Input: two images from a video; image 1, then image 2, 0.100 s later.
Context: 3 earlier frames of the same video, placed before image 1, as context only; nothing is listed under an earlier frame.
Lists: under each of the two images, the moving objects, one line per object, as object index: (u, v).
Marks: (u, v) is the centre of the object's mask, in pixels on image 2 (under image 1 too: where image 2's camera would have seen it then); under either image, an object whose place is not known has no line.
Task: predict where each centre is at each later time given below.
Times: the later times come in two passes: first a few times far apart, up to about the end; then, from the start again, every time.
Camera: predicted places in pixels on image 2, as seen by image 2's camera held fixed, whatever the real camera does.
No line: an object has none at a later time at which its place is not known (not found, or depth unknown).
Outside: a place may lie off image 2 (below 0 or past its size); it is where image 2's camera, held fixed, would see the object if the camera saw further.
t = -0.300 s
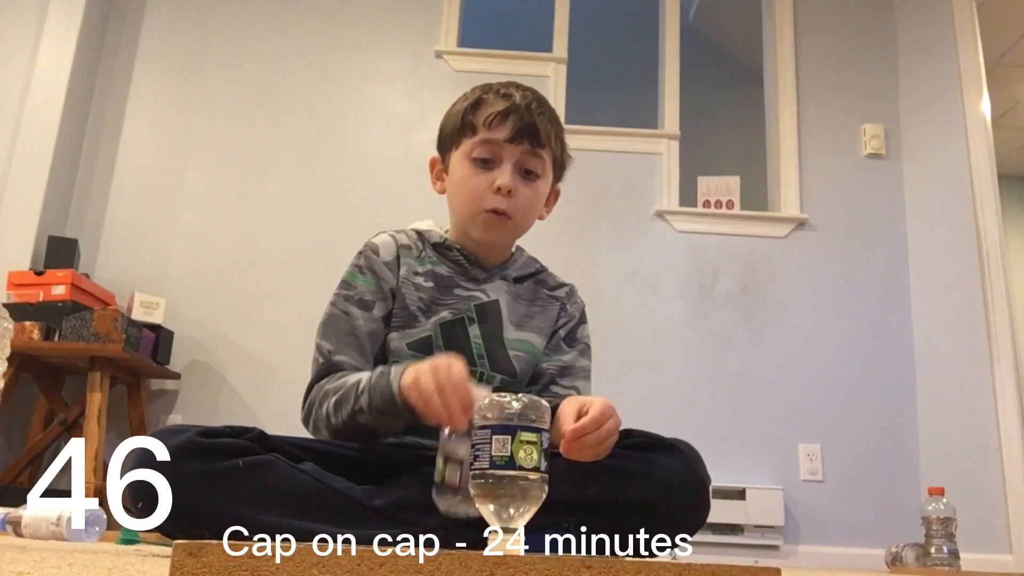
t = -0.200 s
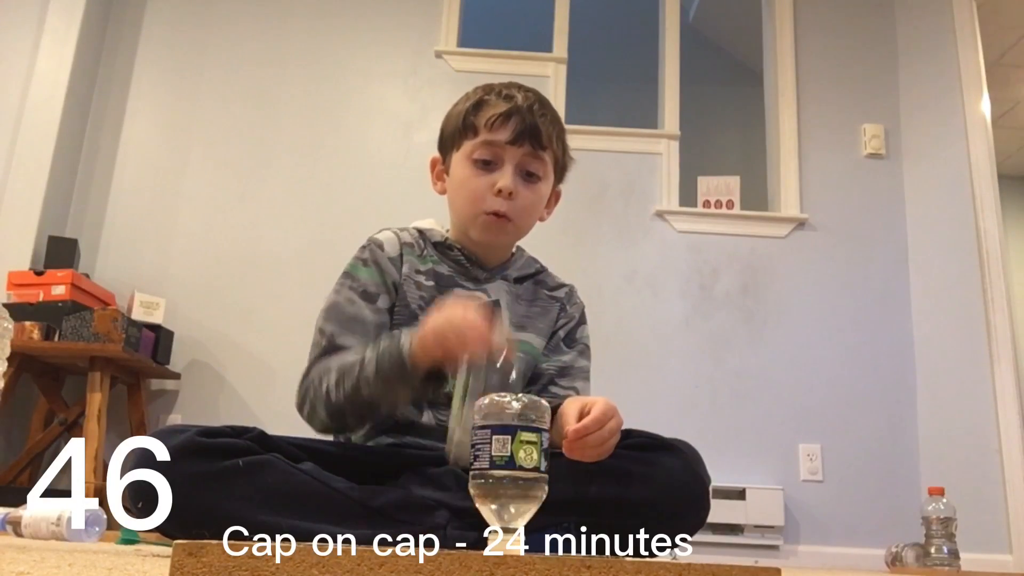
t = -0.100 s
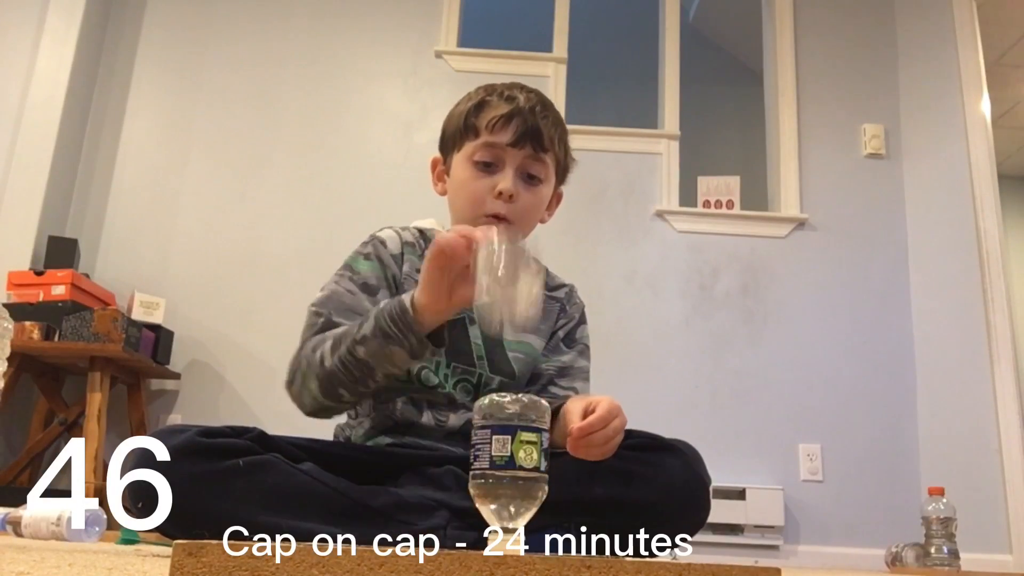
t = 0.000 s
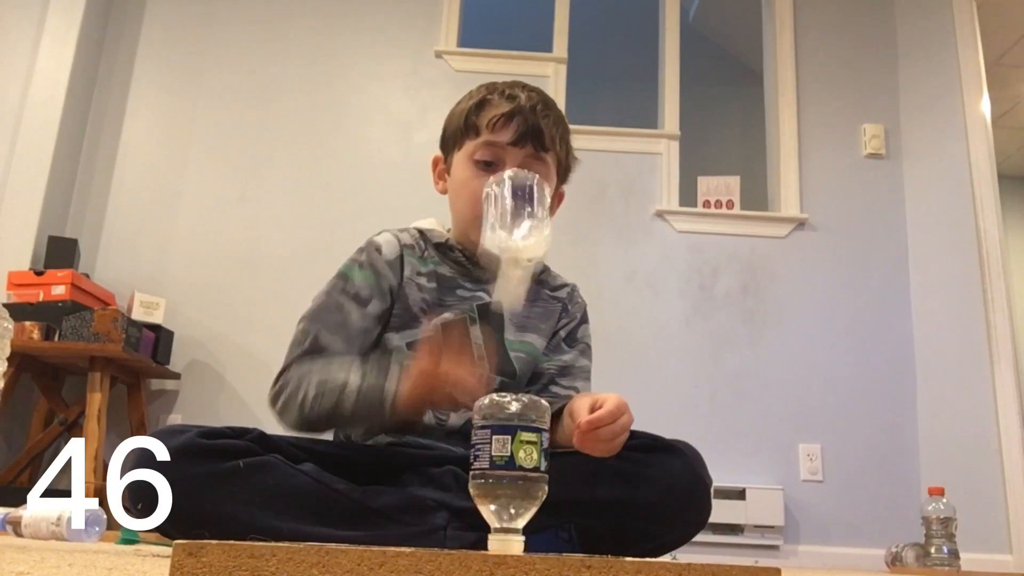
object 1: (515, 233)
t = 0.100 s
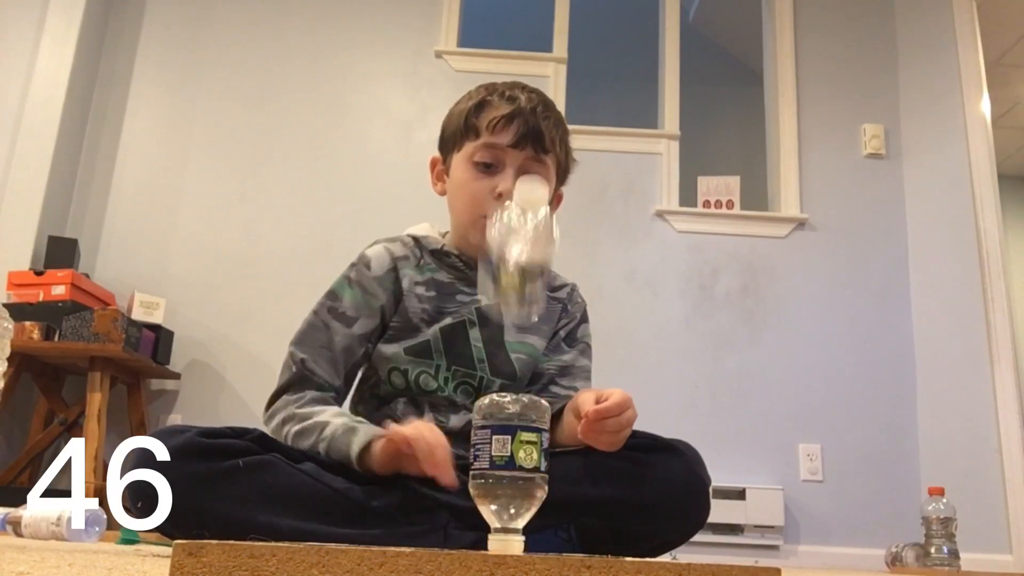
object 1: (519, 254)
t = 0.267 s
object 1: (518, 349)
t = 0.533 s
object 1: (517, 349)
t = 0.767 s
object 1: (518, 349)
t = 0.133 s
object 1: (519, 289)
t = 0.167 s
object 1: (516, 345)
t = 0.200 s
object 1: (517, 346)
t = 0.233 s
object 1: (518, 348)
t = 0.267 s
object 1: (518, 349)
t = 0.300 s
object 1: (518, 349)
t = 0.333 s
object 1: (518, 349)
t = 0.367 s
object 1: (518, 349)
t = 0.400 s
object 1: (518, 349)
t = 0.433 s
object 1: (518, 349)
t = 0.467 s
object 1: (518, 349)
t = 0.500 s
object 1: (517, 348)
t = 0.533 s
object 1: (517, 349)
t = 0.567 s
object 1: (518, 349)
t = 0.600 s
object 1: (518, 349)
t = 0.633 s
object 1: (518, 349)
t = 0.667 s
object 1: (518, 349)
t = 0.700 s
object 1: (518, 349)
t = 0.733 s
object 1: (518, 349)
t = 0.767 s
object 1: (518, 349)
